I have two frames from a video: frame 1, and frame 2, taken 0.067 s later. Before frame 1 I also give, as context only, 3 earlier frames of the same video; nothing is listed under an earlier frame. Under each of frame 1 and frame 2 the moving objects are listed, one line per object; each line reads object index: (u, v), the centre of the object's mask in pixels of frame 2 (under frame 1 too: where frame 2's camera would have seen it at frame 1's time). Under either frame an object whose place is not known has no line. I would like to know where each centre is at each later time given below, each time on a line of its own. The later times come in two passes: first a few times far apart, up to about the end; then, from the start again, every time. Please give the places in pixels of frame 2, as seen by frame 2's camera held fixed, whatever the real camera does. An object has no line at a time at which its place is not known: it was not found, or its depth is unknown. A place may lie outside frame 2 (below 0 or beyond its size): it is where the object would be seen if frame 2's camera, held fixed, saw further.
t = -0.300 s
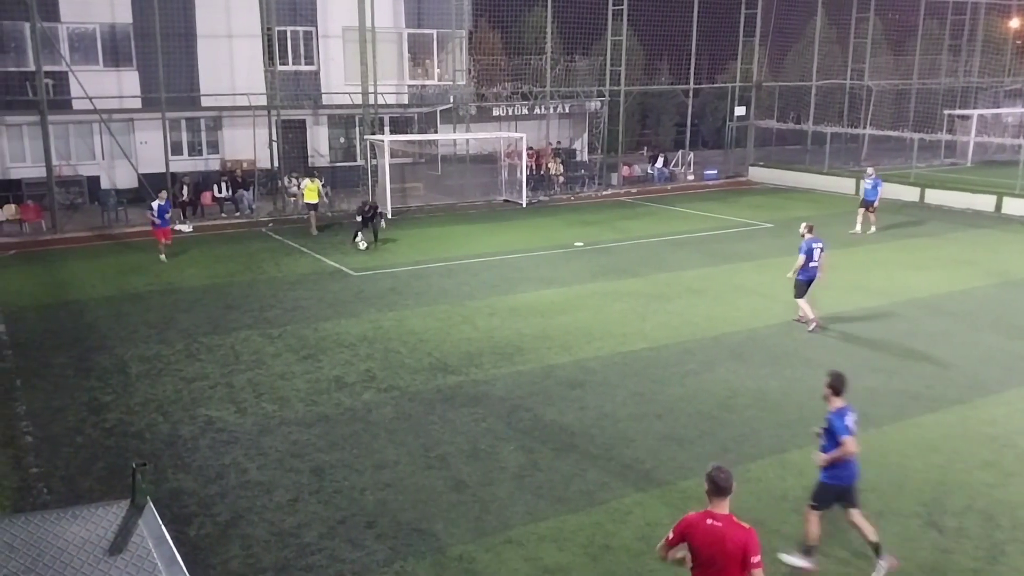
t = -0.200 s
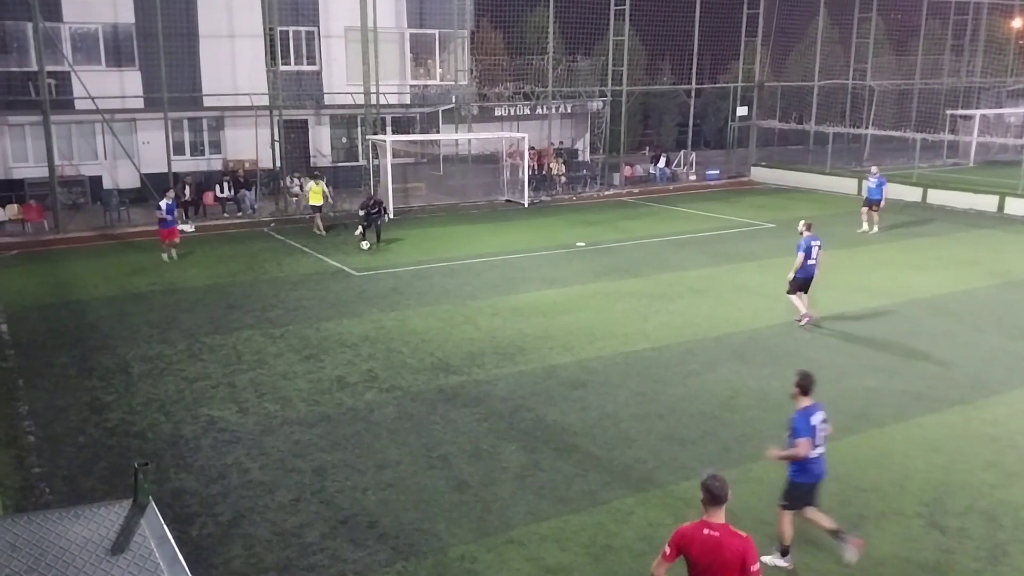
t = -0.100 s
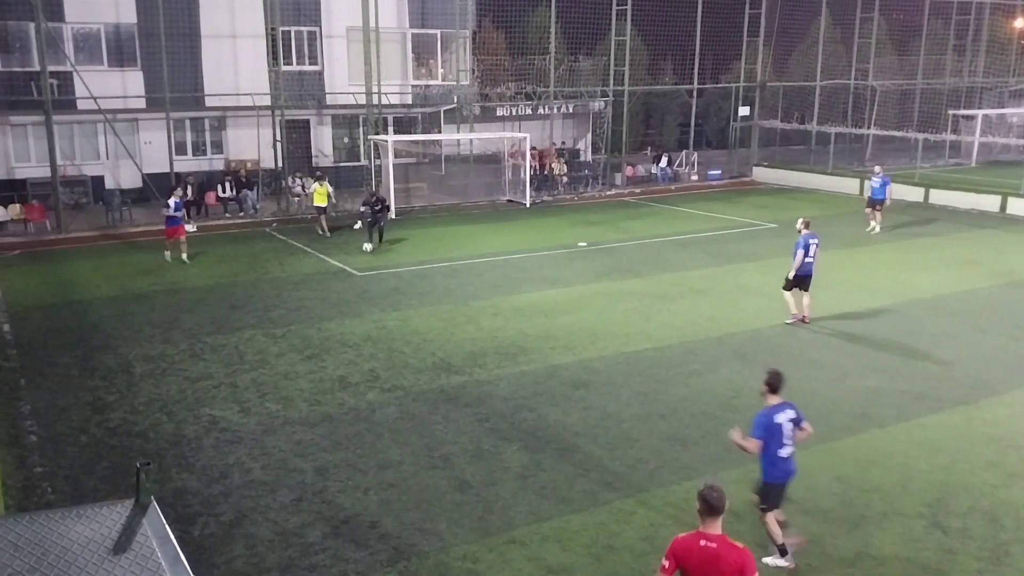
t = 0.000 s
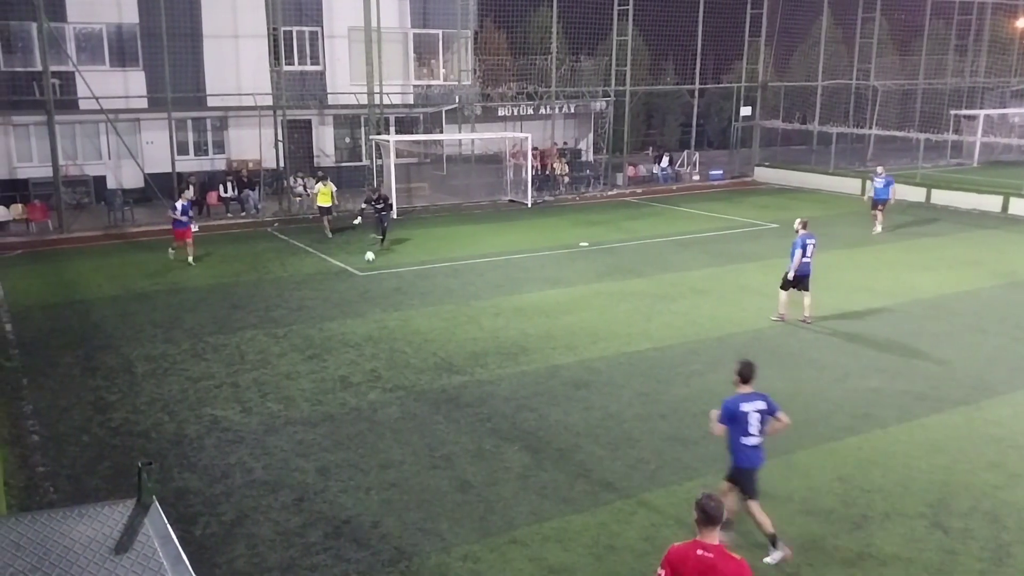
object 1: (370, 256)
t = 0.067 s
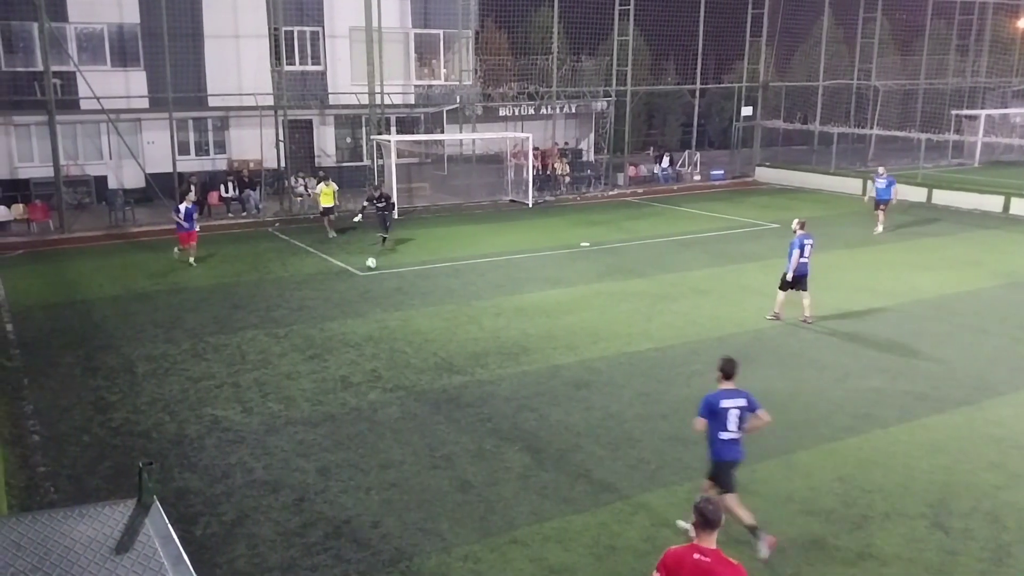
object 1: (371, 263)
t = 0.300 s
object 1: (373, 287)
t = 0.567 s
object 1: (376, 316)
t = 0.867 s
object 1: (381, 349)
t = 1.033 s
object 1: (385, 371)
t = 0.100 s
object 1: (371, 265)
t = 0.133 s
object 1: (372, 269)
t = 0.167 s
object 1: (372, 273)
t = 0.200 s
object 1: (372, 277)
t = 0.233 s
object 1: (373, 280)
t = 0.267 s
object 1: (373, 283)
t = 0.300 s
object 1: (373, 287)
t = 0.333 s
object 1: (374, 291)
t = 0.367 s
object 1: (374, 294)
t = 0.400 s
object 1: (374, 296)
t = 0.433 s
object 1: (375, 299)
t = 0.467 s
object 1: (375, 302)
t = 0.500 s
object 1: (376, 307)
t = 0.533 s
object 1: (376, 312)
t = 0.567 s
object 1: (376, 316)
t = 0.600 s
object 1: (377, 318)
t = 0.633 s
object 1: (377, 322)
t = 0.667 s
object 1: (378, 326)
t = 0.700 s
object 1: (379, 330)
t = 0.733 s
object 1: (379, 333)
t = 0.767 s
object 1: (379, 337)
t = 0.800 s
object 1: (380, 342)
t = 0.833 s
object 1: (381, 345)
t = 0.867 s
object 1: (381, 349)
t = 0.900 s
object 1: (382, 354)
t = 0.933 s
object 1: (383, 357)
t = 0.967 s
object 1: (384, 362)
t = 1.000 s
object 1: (384, 366)
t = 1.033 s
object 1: (385, 371)
